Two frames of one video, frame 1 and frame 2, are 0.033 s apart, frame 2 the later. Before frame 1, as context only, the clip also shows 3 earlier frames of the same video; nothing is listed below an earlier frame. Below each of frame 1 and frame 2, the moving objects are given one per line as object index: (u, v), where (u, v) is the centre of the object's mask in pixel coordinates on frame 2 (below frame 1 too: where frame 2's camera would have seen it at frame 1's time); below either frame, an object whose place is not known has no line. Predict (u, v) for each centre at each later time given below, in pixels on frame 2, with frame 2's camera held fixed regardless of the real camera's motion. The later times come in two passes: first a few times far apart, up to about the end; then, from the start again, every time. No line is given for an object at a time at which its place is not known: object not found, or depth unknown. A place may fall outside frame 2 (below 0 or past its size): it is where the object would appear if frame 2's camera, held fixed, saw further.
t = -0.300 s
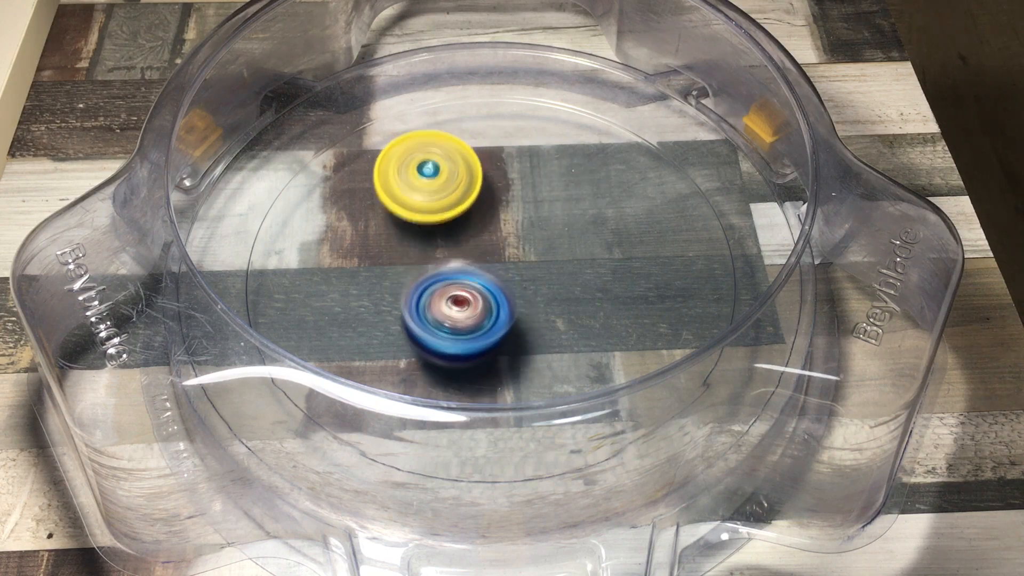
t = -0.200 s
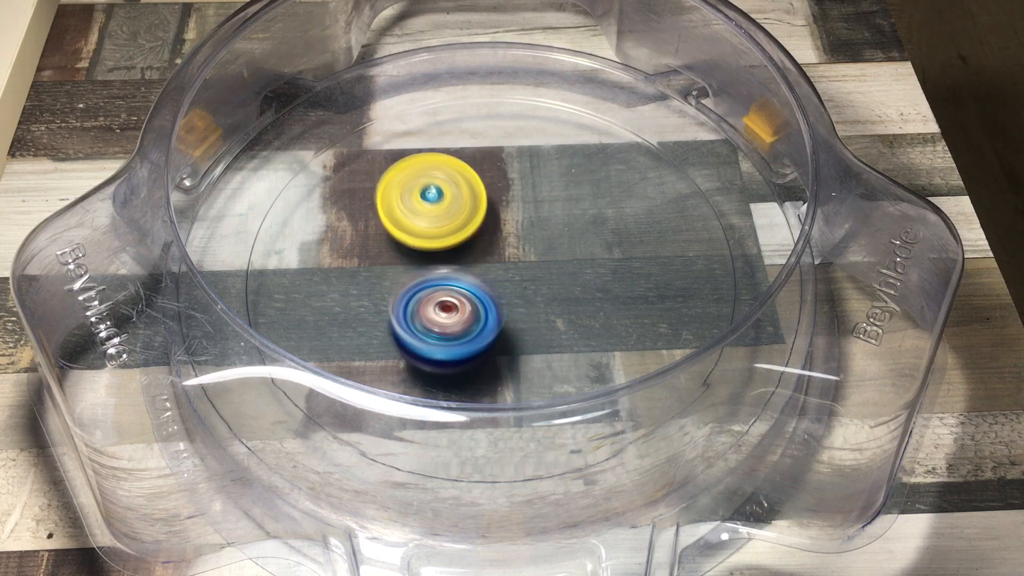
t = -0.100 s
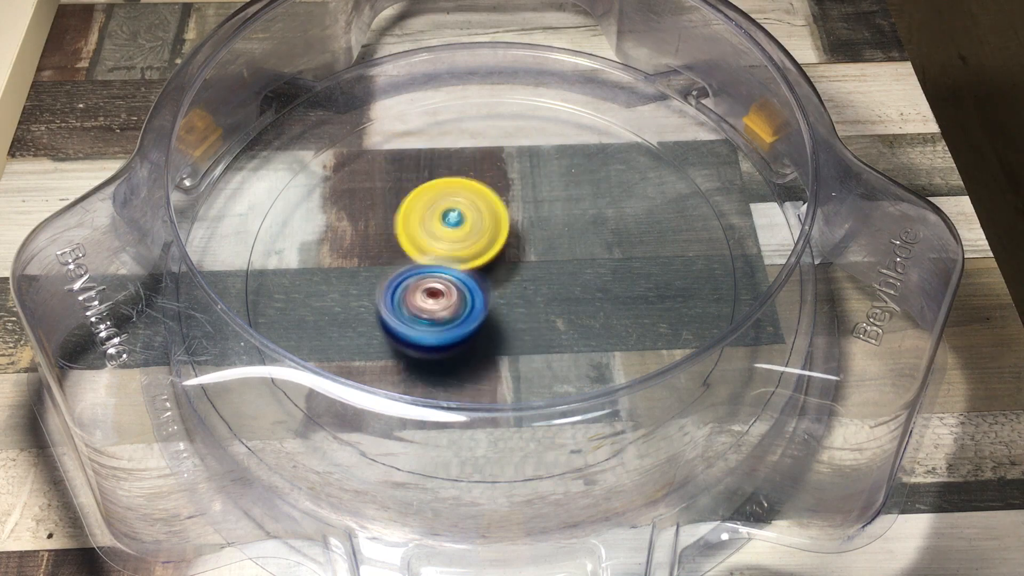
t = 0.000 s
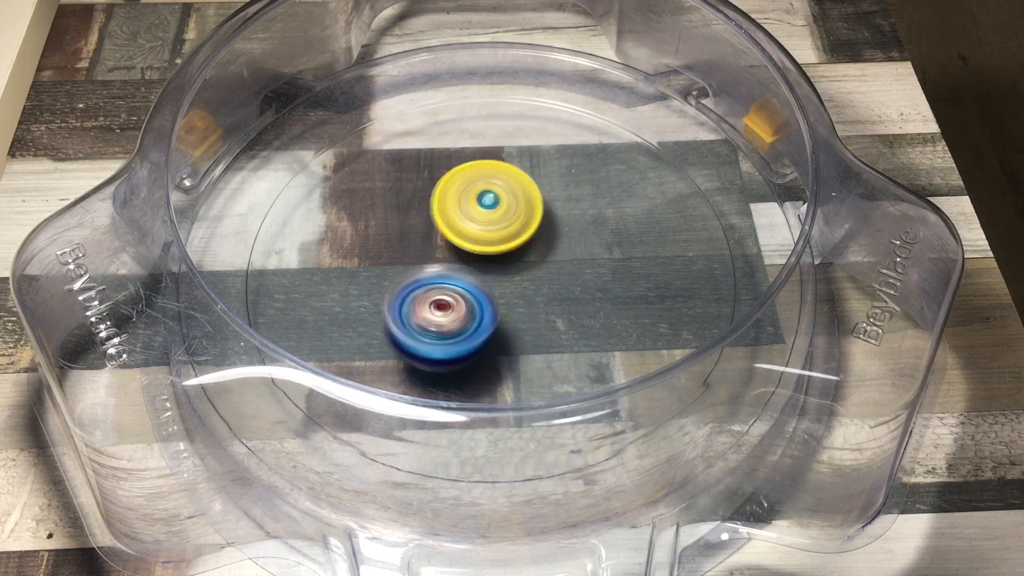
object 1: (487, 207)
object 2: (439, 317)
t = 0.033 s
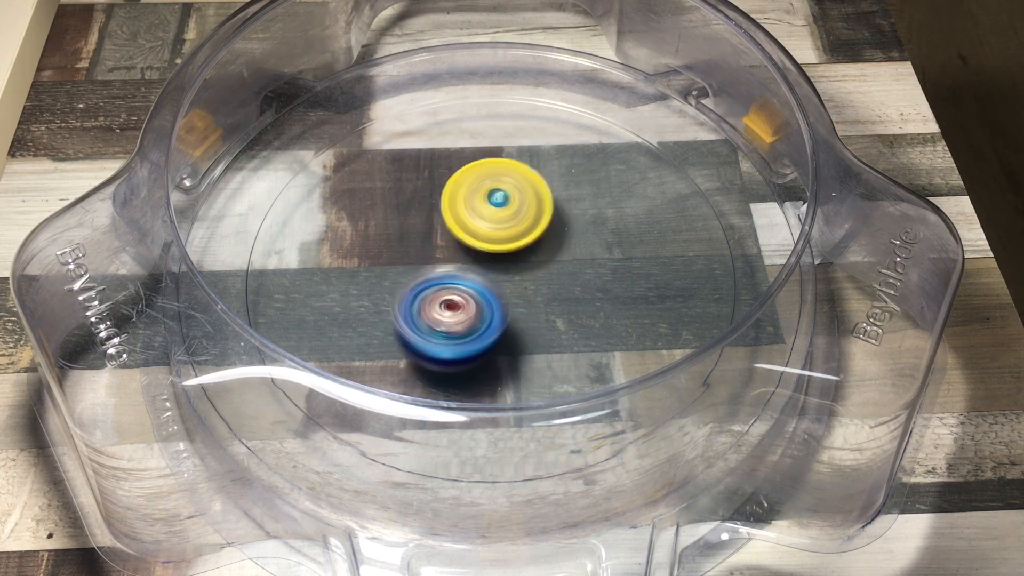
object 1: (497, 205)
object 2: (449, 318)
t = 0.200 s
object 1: (529, 205)
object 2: (495, 290)
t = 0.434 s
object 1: (546, 200)
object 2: (538, 296)
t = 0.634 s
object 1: (556, 211)
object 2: (521, 312)
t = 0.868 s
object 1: (567, 203)
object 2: (478, 304)
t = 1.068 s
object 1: (538, 190)
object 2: (477, 261)
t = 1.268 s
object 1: (507, 174)
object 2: (504, 264)
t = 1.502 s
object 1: (456, 201)
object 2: (522, 270)
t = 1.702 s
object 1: (397, 220)
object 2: (515, 286)
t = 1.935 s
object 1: (374, 256)
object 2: (492, 290)
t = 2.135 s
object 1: (335, 275)
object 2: (538, 285)
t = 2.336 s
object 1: (358, 292)
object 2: (534, 277)
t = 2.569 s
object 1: (439, 283)
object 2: (550, 261)
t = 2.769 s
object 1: (471, 258)
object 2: (582, 247)
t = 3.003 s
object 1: (468, 228)
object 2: (570, 255)
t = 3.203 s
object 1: (445, 213)
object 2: (542, 259)
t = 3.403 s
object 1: (385, 203)
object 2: (550, 250)
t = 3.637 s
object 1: (377, 234)
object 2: (513, 222)
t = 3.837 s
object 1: (372, 284)
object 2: (527, 218)
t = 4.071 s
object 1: (441, 320)
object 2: (512, 245)
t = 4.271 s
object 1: (480, 366)
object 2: (523, 226)
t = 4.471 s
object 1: (533, 363)
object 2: (518, 219)
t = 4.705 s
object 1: (551, 313)
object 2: (503, 219)
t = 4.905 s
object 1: (592, 329)
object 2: (457, 177)
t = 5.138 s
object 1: (591, 290)
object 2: (469, 191)
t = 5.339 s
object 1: (563, 263)
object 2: (451, 218)
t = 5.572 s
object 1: (530, 233)
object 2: (399, 230)
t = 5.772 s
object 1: (499, 209)
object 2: (370, 265)
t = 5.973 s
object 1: (468, 207)
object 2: (382, 305)
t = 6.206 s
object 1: (446, 227)
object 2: (462, 319)
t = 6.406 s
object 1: (448, 259)
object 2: (546, 321)
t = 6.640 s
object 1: (474, 291)
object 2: (587, 313)
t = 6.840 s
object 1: (450, 297)
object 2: (608, 299)
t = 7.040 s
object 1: (452, 293)
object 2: (578, 271)
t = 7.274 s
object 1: (465, 276)
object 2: (543, 208)
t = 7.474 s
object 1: (478, 252)
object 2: (506, 164)
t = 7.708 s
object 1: (492, 252)
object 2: (473, 126)
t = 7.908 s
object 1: (514, 256)
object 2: (444, 168)
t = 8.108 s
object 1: (538, 261)
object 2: (385, 199)
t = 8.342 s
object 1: (536, 263)
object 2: (365, 259)
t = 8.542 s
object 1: (516, 268)
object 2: (390, 305)
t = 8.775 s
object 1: (495, 263)
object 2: (437, 353)
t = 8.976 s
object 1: (476, 263)
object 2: (494, 356)
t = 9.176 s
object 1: (455, 253)
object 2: (559, 327)
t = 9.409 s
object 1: (444, 245)
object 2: (605, 263)
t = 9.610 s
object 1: (455, 245)
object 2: (595, 212)
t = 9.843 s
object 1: (470, 264)
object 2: (551, 170)
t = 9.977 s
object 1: (485, 275)
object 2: (523, 161)
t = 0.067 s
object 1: (505, 204)
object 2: (459, 315)
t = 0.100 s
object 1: (512, 204)
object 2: (469, 309)
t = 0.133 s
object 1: (519, 204)
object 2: (478, 302)
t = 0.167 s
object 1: (524, 204)
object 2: (486, 295)
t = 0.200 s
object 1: (529, 205)
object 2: (495, 290)
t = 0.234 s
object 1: (532, 204)
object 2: (502, 286)
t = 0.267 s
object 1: (533, 200)
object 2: (509, 285)
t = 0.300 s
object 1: (535, 198)
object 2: (516, 287)
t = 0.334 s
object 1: (538, 197)
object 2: (522, 288)
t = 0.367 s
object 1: (541, 197)
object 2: (528, 290)
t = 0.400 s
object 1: (543, 198)
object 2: (533, 293)
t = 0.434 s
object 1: (546, 200)
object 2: (538, 296)
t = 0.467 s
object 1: (548, 202)
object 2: (539, 300)
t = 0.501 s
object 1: (551, 204)
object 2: (539, 304)
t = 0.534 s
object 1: (553, 206)
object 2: (537, 308)
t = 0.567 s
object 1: (555, 208)
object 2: (533, 311)
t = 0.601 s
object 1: (556, 209)
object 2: (528, 313)
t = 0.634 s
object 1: (556, 211)
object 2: (521, 312)
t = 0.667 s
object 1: (557, 213)
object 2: (515, 311)
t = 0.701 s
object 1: (556, 216)
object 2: (508, 309)
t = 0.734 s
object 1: (556, 219)
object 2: (502, 307)
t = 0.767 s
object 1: (555, 224)
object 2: (498, 303)
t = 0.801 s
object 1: (557, 224)
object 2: (494, 300)
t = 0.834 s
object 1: (563, 212)
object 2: (486, 303)
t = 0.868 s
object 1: (567, 203)
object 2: (478, 304)
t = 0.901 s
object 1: (566, 197)
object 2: (473, 302)
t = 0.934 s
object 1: (563, 193)
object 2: (469, 297)
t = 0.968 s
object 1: (557, 191)
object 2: (468, 290)
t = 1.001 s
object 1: (550, 190)
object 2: (469, 280)
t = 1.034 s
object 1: (543, 191)
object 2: (473, 268)
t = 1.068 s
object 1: (538, 190)
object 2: (477, 261)
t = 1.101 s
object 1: (538, 181)
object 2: (477, 262)
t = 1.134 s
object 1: (535, 175)
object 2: (480, 264)
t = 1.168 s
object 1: (530, 172)
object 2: (485, 265)
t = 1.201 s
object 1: (523, 171)
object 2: (491, 265)
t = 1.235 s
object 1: (514, 171)
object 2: (498, 264)
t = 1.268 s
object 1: (507, 174)
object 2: (504, 264)
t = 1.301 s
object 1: (499, 179)
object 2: (510, 264)
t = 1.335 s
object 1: (491, 179)
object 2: (515, 267)
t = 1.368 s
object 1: (484, 180)
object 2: (519, 268)
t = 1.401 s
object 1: (476, 184)
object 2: (521, 270)
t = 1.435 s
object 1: (469, 189)
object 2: (522, 270)
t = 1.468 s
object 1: (463, 196)
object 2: (522, 270)
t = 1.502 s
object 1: (456, 201)
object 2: (522, 270)
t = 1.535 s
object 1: (446, 202)
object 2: (523, 271)
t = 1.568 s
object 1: (438, 207)
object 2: (522, 272)
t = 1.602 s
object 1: (431, 213)
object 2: (519, 274)
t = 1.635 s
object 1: (426, 221)
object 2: (512, 276)
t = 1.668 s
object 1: (414, 223)
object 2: (512, 278)
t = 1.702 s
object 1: (397, 220)
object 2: (515, 286)
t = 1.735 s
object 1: (386, 220)
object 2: (516, 291)
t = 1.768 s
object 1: (376, 223)
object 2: (516, 295)
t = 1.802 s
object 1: (370, 229)
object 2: (514, 297)
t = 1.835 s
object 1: (367, 236)
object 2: (511, 297)
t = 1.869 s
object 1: (366, 242)
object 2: (506, 296)
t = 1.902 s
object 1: (369, 250)
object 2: (500, 293)
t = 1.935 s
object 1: (374, 256)
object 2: (492, 290)
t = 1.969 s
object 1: (379, 261)
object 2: (489, 289)
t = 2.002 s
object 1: (364, 260)
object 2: (505, 290)
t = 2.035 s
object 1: (351, 261)
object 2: (518, 290)
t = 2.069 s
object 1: (342, 266)
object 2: (528, 289)
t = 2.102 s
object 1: (337, 271)
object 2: (533, 287)
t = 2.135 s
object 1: (335, 275)
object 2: (538, 285)
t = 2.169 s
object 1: (336, 279)
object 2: (540, 282)
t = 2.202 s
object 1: (337, 282)
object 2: (539, 281)
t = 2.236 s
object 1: (340, 285)
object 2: (537, 280)
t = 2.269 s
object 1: (345, 288)
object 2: (535, 279)
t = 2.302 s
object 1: (351, 290)
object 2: (534, 278)
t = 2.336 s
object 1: (358, 292)
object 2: (534, 277)
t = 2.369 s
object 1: (367, 293)
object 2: (534, 275)
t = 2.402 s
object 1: (378, 294)
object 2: (535, 273)
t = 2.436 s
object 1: (389, 293)
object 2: (537, 270)
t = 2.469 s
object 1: (401, 292)
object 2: (539, 268)
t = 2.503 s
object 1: (413, 290)
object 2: (543, 265)
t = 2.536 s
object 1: (426, 287)
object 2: (545, 263)
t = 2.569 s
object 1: (439, 283)
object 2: (550, 261)
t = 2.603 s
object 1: (443, 280)
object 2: (560, 257)
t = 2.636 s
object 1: (445, 277)
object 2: (570, 253)
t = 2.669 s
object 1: (452, 274)
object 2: (577, 250)
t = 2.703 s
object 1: (460, 269)
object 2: (580, 248)
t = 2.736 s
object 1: (469, 264)
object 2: (580, 247)
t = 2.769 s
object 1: (471, 258)
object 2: (582, 247)
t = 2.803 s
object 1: (470, 254)
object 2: (585, 246)
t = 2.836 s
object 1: (471, 249)
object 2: (585, 247)
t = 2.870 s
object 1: (472, 245)
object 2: (584, 247)
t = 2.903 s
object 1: (473, 239)
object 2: (580, 249)
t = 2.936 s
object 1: (471, 235)
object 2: (578, 250)
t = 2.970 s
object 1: (470, 231)
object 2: (574, 253)
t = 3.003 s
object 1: (468, 228)
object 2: (570, 255)
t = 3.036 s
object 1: (462, 223)
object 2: (567, 258)
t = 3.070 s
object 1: (457, 220)
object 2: (565, 261)
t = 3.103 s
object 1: (454, 217)
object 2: (562, 262)
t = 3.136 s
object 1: (451, 215)
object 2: (557, 264)
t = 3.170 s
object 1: (448, 214)
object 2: (550, 261)
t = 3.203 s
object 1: (445, 213)
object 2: (542, 259)
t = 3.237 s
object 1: (441, 211)
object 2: (535, 255)
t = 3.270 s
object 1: (425, 203)
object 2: (539, 256)
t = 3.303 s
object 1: (411, 200)
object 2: (543, 255)
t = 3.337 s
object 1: (399, 199)
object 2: (547, 255)
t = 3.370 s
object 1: (391, 201)
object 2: (549, 253)
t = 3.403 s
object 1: (385, 203)
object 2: (550, 250)
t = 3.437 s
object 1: (379, 206)
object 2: (549, 246)
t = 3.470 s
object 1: (376, 208)
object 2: (546, 242)
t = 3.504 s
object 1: (373, 212)
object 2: (541, 236)
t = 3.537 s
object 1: (371, 217)
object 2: (535, 232)
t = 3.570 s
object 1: (371, 222)
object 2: (528, 227)
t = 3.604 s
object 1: (373, 228)
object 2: (520, 224)
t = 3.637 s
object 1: (377, 234)
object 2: (513, 222)
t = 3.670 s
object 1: (382, 240)
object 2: (504, 221)
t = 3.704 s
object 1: (389, 245)
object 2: (497, 221)
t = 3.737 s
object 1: (379, 254)
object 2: (503, 219)
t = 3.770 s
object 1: (369, 263)
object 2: (513, 217)
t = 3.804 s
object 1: (368, 274)
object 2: (521, 216)
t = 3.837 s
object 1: (372, 284)
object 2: (527, 218)
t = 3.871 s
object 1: (380, 293)
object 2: (528, 220)
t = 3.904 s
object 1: (389, 299)
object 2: (529, 224)
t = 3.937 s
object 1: (399, 304)
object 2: (527, 228)
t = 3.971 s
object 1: (410, 309)
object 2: (523, 234)
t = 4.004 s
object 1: (421, 312)
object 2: (520, 239)
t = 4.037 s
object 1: (434, 315)
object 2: (514, 243)
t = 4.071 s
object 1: (441, 320)
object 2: (512, 245)
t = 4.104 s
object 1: (449, 326)
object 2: (512, 245)
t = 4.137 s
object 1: (450, 338)
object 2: (515, 243)
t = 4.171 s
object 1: (452, 350)
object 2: (520, 236)
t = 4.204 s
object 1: (460, 358)
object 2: (522, 232)
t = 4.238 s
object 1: (470, 363)
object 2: (523, 228)
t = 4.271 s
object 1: (480, 366)
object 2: (523, 226)
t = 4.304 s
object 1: (490, 368)
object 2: (523, 224)
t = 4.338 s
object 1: (500, 369)
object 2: (523, 223)
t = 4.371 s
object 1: (510, 369)
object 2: (522, 222)
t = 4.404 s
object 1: (518, 367)
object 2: (521, 221)
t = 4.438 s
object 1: (526, 366)
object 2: (520, 220)
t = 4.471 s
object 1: (533, 363)
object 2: (518, 219)
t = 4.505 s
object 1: (539, 360)
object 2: (516, 219)
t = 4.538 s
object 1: (544, 355)
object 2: (514, 218)
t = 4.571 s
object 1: (549, 349)
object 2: (512, 219)
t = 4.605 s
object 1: (551, 341)
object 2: (510, 219)
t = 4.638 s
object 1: (552, 332)
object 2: (507, 219)
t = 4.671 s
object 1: (552, 323)
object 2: (506, 218)
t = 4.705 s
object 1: (551, 313)
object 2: (503, 219)
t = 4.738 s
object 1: (550, 304)
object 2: (500, 218)
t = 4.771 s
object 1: (560, 314)
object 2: (488, 209)
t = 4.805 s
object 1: (571, 326)
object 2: (476, 196)
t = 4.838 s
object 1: (579, 332)
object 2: (467, 186)
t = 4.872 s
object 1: (586, 332)
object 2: (460, 181)
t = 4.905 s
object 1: (592, 329)
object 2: (457, 177)
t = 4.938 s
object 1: (597, 324)
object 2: (456, 176)
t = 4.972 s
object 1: (599, 320)
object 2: (457, 176)
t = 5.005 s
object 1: (600, 315)
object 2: (458, 177)
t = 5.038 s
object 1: (599, 309)
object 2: (460, 180)
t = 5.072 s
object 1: (597, 303)
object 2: (463, 183)
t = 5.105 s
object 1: (595, 296)
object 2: (466, 187)
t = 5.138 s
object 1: (591, 290)
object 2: (469, 191)
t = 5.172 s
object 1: (585, 284)
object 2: (472, 197)
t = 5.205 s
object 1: (578, 277)
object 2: (474, 200)
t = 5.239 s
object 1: (570, 271)
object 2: (474, 207)
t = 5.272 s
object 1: (564, 267)
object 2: (471, 213)
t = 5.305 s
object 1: (566, 265)
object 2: (461, 215)
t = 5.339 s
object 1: (563, 263)
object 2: (451, 218)
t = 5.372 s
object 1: (556, 257)
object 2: (446, 220)
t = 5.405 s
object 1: (548, 252)
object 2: (441, 222)
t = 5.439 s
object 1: (547, 248)
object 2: (429, 224)
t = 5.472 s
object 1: (549, 245)
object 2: (414, 224)
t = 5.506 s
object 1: (546, 241)
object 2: (405, 226)
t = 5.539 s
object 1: (539, 237)
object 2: (401, 228)
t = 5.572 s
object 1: (530, 233)
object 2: (399, 230)
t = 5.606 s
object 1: (521, 229)
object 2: (398, 233)
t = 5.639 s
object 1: (511, 227)
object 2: (397, 236)
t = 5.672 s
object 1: (502, 224)
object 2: (396, 240)
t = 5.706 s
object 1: (504, 218)
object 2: (386, 248)
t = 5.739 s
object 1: (504, 213)
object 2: (377, 257)
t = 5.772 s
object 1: (499, 209)
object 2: (370, 265)
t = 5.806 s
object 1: (493, 207)
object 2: (367, 272)
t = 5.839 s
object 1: (487, 206)
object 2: (366, 280)
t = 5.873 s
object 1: (482, 205)
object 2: (367, 288)
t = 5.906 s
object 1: (477, 205)
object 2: (370, 294)
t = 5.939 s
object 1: (472, 206)
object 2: (375, 300)
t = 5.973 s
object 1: (468, 207)
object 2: (382, 305)
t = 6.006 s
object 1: (464, 209)
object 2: (390, 309)
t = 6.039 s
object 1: (460, 211)
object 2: (399, 313)
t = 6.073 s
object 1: (456, 213)
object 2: (410, 314)
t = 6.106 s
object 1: (453, 216)
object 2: (422, 316)
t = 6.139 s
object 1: (450, 220)
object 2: (434, 317)
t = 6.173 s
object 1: (448, 223)
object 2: (449, 319)
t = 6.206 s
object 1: (446, 227)
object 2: (462, 319)
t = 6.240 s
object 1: (445, 232)
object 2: (477, 320)
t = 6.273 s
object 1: (444, 237)
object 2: (492, 321)
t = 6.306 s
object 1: (444, 242)
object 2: (507, 322)
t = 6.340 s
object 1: (445, 248)
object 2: (520, 322)
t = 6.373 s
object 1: (446, 253)
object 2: (533, 322)
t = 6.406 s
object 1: (448, 259)
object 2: (546, 321)
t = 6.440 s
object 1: (450, 264)
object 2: (557, 321)
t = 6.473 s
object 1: (453, 270)
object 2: (567, 321)
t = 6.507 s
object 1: (458, 275)
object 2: (575, 320)
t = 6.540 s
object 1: (462, 280)
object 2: (580, 318)
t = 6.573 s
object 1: (467, 284)
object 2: (583, 317)
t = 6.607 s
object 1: (472, 288)
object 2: (584, 315)
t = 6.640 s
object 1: (474, 291)
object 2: (587, 313)
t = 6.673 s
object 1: (463, 290)
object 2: (598, 311)
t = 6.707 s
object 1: (457, 291)
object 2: (605, 310)
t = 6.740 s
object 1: (454, 293)
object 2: (608, 307)
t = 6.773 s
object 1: (452, 295)
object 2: (610, 305)
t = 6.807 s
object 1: (451, 296)
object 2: (609, 302)
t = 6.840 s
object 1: (450, 297)
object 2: (608, 299)
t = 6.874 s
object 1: (449, 297)
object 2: (604, 296)
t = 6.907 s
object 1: (449, 297)
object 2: (601, 292)
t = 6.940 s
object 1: (449, 297)
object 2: (595, 287)
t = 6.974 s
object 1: (449, 296)
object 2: (589, 282)
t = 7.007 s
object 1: (451, 295)
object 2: (583, 276)
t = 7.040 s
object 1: (452, 293)
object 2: (578, 271)
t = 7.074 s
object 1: (454, 291)
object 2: (572, 264)
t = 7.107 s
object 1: (455, 288)
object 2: (566, 257)
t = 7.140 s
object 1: (456, 287)
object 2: (563, 247)
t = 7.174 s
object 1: (458, 285)
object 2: (558, 236)
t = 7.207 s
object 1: (461, 282)
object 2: (553, 226)
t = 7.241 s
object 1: (463, 279)
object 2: (547, 216)
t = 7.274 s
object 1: (465, 276)
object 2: (543, 208)
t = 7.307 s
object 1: (468, 272)
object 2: (537, 197)
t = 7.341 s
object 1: (470, 268)
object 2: (531, 187)
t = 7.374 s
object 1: (472, 264)
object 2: (525, 179)
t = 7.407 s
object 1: (474, 260)
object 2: (520, 173)
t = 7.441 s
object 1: (476, 256)
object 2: (513, 168)
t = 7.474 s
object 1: (478, 252)
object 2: (506, 164)
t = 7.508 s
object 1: (479, 255)
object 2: (501, 155)
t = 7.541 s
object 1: (479, 258)
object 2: (497, 145)
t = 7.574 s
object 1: (481, 259)
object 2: (491, 136)
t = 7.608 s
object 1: (485, 257)
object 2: (486, 130)
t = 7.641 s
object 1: (487, 255)
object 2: (481, 125)
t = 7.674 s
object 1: (490, 254)
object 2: (477, 124)
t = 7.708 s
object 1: (492, 252)
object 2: (473, 126)
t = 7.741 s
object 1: (494, 251)
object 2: (469, 131)
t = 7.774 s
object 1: (496, 250)
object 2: (466, 138)
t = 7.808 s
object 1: (498, 248)
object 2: (463, 147)
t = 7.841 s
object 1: (500, 247)
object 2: (459, 157)
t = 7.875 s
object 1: (505, 249)
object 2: (453, 166)
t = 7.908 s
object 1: (514, 256)
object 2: (444, 168)
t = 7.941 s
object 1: (522, 260)
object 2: (433, 171)
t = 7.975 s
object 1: (527, 261)
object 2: (422, 175)
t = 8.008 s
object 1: (531, 261)
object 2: (411, 180)
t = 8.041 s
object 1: (534, 261)
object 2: (402, 186)
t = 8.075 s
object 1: (536, 261)
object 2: (393, 192)
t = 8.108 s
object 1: (538, 261)
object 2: (385, 199)
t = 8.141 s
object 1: (539, 261)
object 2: (380, 206)
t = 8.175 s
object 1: (539, 261)
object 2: (375, 214)
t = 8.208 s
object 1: (539, 262)
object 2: (371, 223)
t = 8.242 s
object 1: (539, 262)
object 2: (367, 231)
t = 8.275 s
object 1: (538, 262)
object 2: (365, 240)
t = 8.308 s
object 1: (537, 263)
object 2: (365, 249)
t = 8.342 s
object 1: (536, 263)
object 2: (365, 259)
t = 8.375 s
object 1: (533, 264)
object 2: (367, 268)
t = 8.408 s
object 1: (531, 265)
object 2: (370, 277)
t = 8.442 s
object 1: (527, 266)
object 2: (373, 285)
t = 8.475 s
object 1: (524, 267)
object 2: (377, 292)
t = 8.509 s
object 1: (520, 267)
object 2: (382, 299)
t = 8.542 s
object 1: (516, 268)
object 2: (390, 305)
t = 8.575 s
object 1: (511, 270)
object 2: (398, 312)
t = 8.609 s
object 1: (507, 271)
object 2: (408, 318)
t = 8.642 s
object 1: (505, 270)
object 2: (415, 325)
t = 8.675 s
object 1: (505, 266)
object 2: (418, 334)
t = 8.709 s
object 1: (503, 265)
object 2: (421, 342)
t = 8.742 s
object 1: (499, 264)
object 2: (428, 349)
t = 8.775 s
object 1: (495, 263)
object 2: (437, 353)
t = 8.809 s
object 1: (491, 263)
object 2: (448, 356)
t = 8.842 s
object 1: (488, 263)
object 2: (458, 358)
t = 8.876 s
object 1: (485, 263)
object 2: (465, 359)
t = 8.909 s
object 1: (481, 263)
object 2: (475, 358)
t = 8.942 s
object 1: (479, 263)
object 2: (484, 357)
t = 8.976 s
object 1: (476, 263)
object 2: (494, 356)
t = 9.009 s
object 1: (473, 263)
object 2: (504, 352)
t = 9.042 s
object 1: (471, 263)
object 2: (511, 347)
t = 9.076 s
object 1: (467, 262)
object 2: (521, 342)
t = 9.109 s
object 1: (463, 258)
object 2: (535, 340)
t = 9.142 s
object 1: (459, 255)
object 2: (547, 334)
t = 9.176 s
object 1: (455, 253)
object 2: (559, 327)
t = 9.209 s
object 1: (452, 250)
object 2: (568, 320)
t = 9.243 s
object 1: (449, 249)
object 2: (576, 312)
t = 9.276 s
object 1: (447, 247)
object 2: (586, 304)
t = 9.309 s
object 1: (445, 246)
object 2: (593, 293)
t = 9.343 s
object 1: (444, 246)
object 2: (597, 284)
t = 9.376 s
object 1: (444, 245)
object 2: (601, 274)
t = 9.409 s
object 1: (444, 245)
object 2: (605, 263)
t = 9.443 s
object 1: (445, 245)
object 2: (608, 253)
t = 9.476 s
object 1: (446, 245)
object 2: (608, 244)
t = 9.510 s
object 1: (448, 245)
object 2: (606, 235)
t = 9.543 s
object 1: (450, 245)
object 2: (604, 226)
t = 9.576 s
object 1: (452, 245)
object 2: (601, 218)
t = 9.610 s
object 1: (455, 245)
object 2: (595, 212)
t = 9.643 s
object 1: (458, 246)
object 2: (588, 206)
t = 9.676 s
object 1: (462, 247)
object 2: (582, 202)
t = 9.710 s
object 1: (467, 247)
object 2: (575, 196)
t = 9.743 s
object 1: (471, 248)
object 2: (567, 192)
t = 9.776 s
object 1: (472, 251)
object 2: (560, 186)
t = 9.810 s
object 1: (469, 259)
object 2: (556, 178)
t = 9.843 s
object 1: (470, 264)
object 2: (551, 170)
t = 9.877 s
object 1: (475, 268)
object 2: (544, 166)
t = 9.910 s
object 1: (478, 270)
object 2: (537, 163)
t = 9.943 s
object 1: (482, 273)
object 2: (531, 160)
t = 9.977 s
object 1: (485, 275)
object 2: (523, 161)
